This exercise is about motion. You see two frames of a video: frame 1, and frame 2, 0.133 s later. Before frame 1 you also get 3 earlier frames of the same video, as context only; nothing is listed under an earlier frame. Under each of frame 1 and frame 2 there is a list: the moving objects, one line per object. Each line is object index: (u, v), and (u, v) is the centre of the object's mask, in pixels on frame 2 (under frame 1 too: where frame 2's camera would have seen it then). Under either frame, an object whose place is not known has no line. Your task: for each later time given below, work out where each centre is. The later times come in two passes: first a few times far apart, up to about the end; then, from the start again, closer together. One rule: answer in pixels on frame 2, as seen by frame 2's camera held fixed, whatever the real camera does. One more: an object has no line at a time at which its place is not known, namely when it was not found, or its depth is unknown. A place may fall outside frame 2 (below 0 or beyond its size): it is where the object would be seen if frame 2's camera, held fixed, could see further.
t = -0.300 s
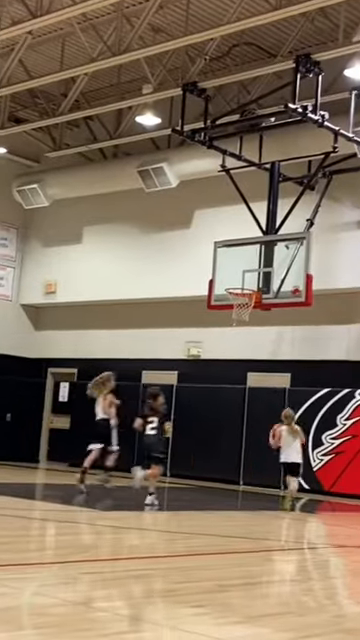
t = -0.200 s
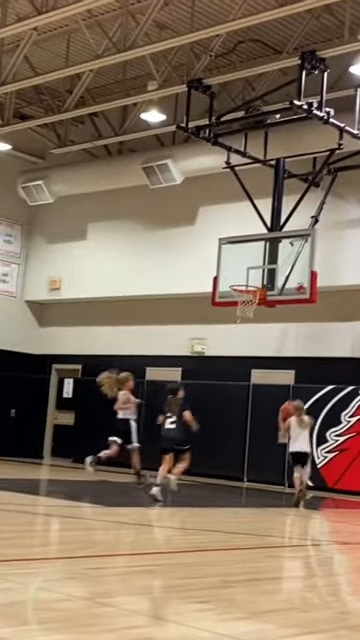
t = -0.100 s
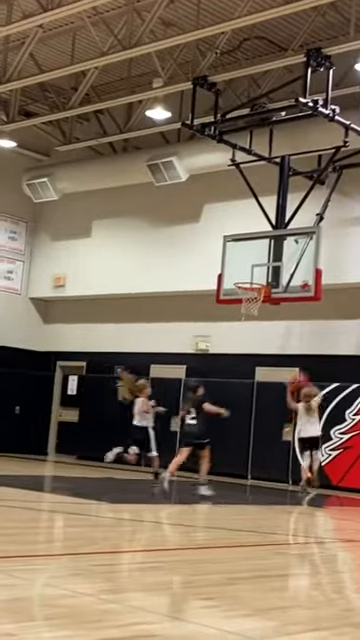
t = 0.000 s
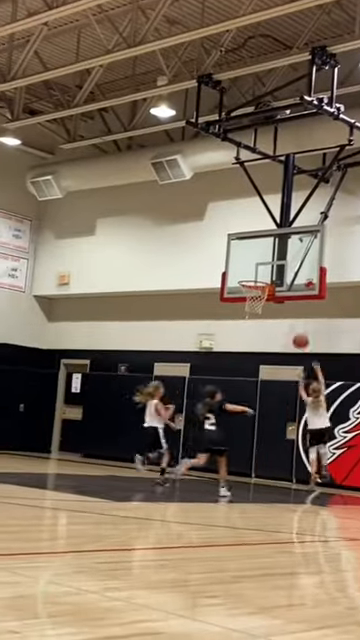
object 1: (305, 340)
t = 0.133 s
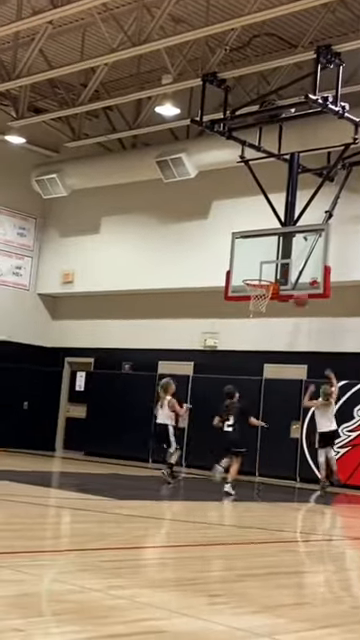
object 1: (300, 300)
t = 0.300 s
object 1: (290, 272)
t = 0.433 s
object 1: (276, 270)
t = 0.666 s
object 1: (260, 273)
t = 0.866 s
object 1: (255, 295)
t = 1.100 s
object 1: (247, 328)
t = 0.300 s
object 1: (290, 272)
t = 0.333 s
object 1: (287, 270)
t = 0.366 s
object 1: (284, 268)
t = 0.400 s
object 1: (280, 269)
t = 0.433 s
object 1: (276, 270)
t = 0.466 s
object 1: (271, 271)
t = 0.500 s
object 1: (268, 273)
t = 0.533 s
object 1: (266, 273)
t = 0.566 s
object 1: (264, 272)
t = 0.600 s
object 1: (263, 272)
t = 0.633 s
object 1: (262, 273)
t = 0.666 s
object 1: (260, 273)
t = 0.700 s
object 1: (259, 275)
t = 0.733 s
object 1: (257, 280)
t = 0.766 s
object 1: (255, 282)
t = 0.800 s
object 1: (254, 285)
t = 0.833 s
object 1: (252, 292)
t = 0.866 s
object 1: (255, 295)
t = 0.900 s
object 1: (251, 299)
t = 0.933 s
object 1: (251, 303)
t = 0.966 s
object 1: (250, 305)
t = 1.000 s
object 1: (251, 311)
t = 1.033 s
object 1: (249, 315)
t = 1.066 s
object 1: (248, 322)
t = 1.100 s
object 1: (247, 328)
